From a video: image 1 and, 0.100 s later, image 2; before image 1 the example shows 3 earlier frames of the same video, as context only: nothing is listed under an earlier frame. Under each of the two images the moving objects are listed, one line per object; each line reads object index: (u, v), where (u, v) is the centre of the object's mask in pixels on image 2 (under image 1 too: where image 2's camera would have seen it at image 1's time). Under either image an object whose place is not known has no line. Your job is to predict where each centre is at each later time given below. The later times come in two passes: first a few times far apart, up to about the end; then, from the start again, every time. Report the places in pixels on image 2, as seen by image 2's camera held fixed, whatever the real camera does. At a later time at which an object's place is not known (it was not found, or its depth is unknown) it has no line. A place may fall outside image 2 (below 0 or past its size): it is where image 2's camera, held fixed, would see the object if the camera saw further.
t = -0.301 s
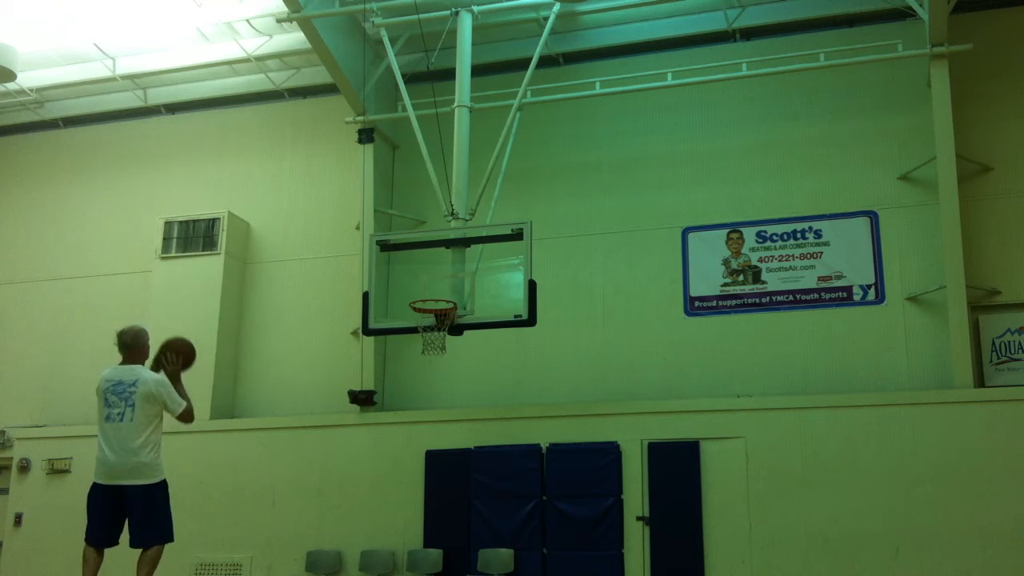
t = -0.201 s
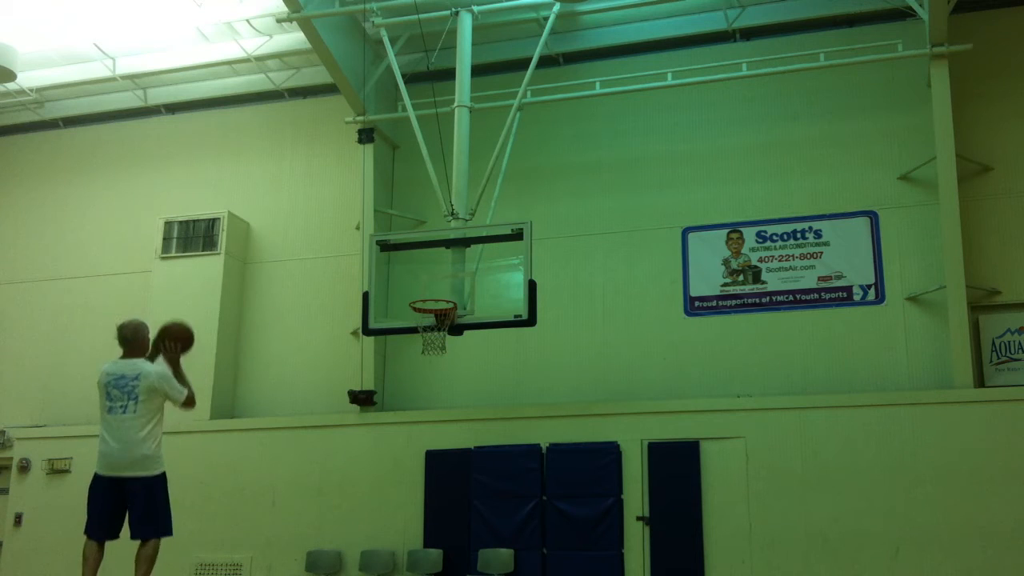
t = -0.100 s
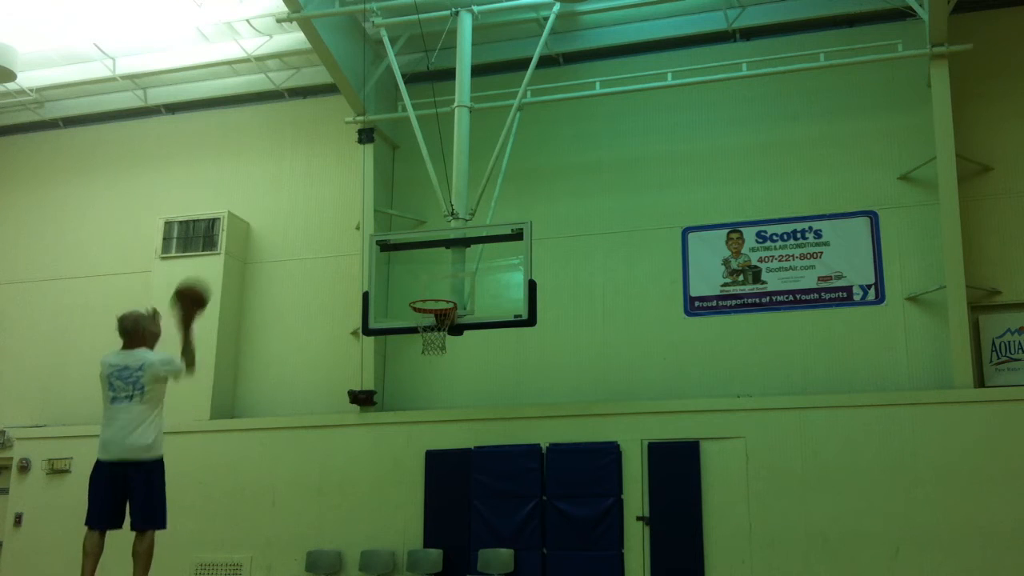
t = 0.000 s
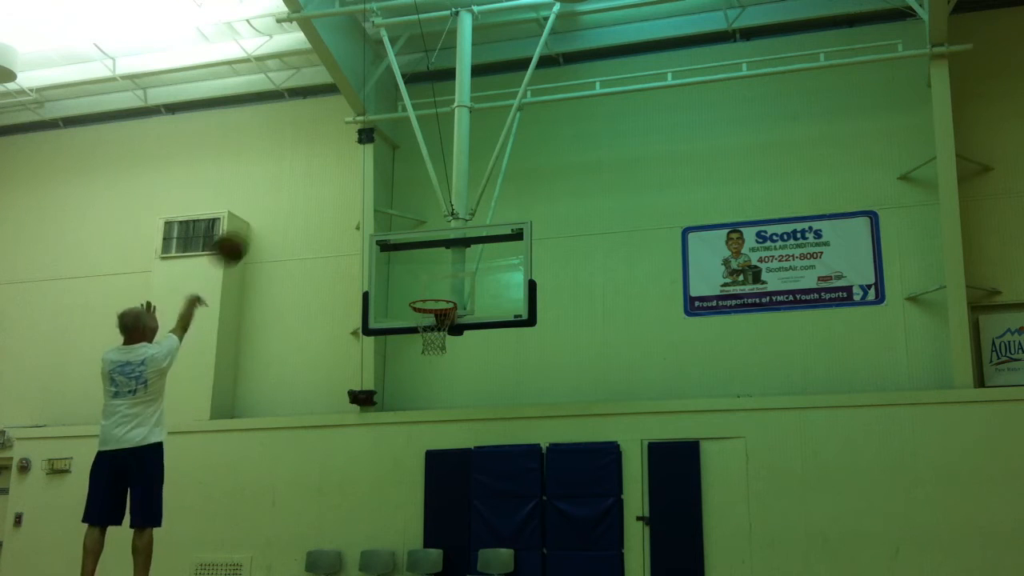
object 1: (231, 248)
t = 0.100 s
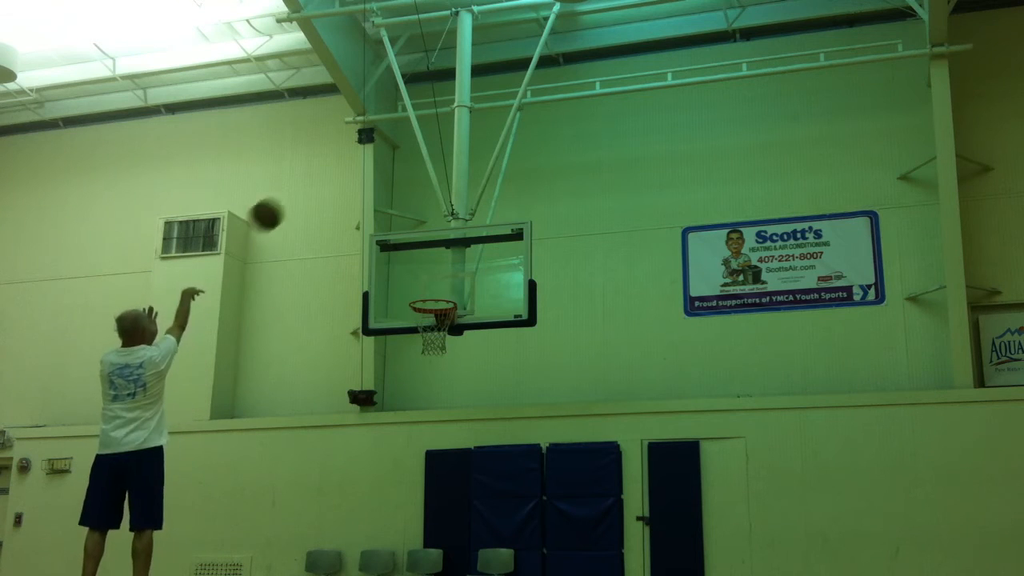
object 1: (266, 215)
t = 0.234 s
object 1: (307, 193)
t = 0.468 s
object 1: (366, 202)
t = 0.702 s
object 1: (414, 262)
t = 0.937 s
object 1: (443, 331)
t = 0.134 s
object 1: (277, 207)
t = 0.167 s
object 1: (288, 201)
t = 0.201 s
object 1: (298, 197)
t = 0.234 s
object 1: (307, 193)
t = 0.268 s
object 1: (317, 191)
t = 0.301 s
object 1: (326, 190)
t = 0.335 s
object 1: (334, 191)
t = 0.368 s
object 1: (343, 192)
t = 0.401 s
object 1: (351, 194)
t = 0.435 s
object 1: (358, 198)
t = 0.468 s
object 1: (366, 202)
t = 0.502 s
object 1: (373, 208)
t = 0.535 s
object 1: (381, 215)
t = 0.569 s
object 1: (387, 222)
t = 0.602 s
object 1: (394, 230)
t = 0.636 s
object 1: (401, 239)
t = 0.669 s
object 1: (407, 250)
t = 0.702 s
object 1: (414, 262)
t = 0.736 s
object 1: (420, 272)
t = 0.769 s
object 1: (426, 285)
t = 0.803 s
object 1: (431, 296)
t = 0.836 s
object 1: (437, 314)
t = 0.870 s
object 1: (441, 324)
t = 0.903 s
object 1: (443, 330)
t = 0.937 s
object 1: (443, 331)
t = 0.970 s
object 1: (442, 332)
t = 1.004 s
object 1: (441, 335)
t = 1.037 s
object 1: (439, 341)
